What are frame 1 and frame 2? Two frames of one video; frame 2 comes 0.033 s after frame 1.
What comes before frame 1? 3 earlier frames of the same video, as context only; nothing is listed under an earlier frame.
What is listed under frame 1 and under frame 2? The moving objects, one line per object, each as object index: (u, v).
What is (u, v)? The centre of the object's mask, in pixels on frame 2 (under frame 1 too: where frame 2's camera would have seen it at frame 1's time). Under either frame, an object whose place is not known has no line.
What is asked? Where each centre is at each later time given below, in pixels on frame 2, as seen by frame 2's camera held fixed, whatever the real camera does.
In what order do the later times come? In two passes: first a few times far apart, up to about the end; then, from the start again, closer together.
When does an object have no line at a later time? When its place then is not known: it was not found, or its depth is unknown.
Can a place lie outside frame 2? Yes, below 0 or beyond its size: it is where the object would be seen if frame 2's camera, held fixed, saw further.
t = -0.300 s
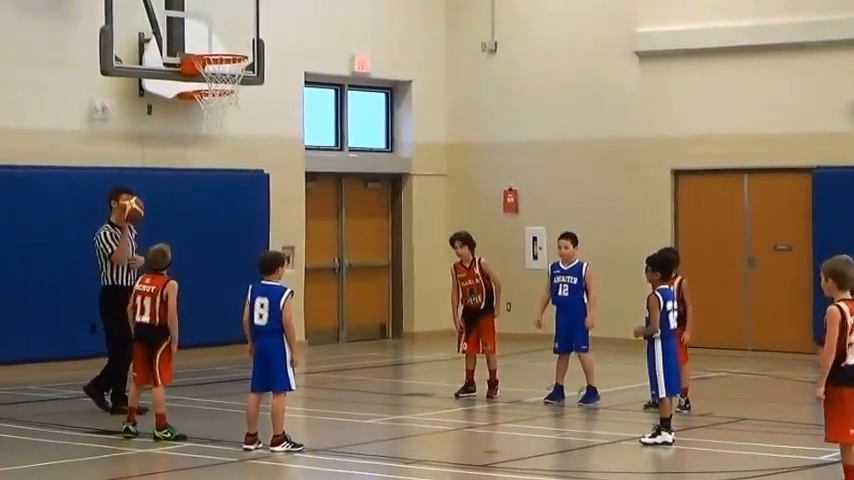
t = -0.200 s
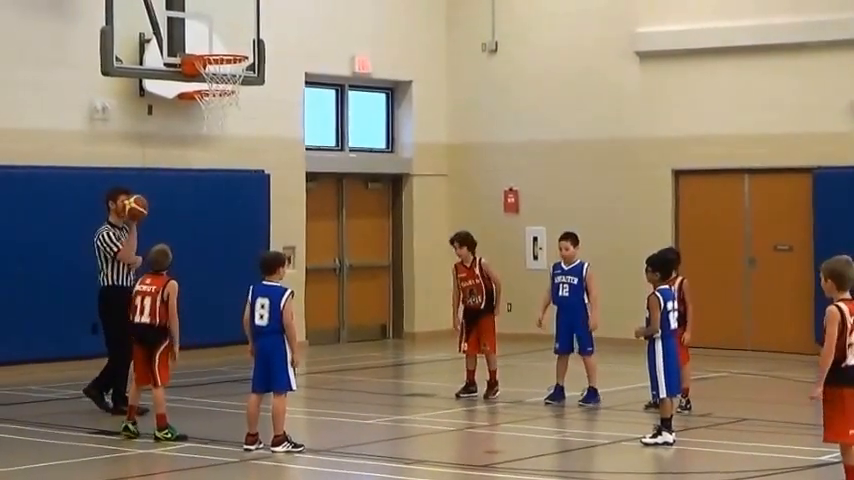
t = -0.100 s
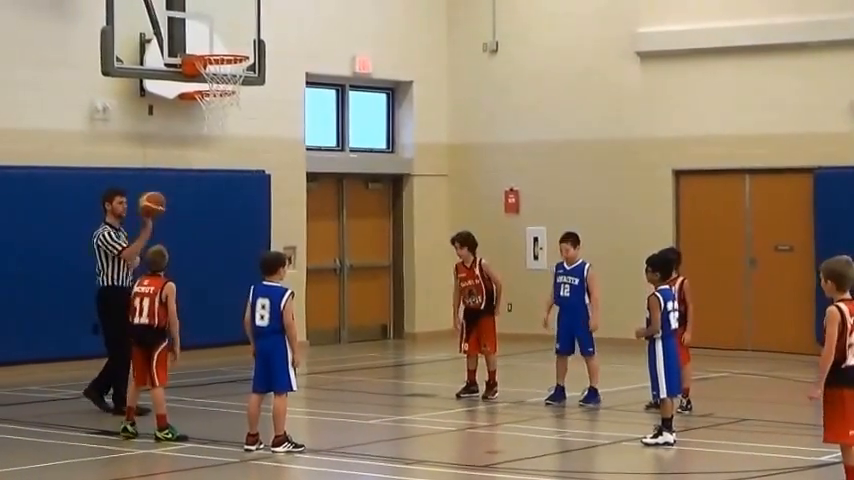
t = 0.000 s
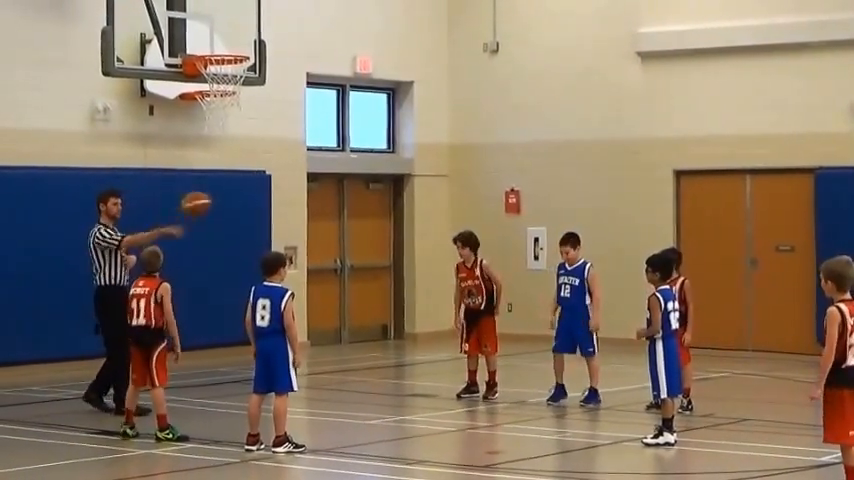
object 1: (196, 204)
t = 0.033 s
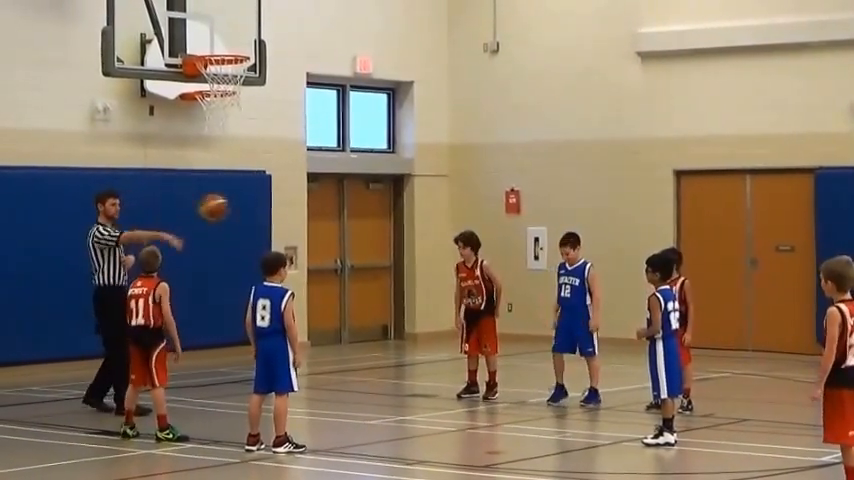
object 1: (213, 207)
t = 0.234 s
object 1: (310, 252)
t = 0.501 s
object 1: (450, 398)
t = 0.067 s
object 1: (229, 212)
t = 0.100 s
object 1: (245, 217)
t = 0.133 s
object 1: (260, 224)
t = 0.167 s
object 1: (279, 233)
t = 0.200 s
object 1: (295, 243)
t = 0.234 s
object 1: (310, 252)
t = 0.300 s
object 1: (348, 277)
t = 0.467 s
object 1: (434, 377)
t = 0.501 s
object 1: (450, 398)
